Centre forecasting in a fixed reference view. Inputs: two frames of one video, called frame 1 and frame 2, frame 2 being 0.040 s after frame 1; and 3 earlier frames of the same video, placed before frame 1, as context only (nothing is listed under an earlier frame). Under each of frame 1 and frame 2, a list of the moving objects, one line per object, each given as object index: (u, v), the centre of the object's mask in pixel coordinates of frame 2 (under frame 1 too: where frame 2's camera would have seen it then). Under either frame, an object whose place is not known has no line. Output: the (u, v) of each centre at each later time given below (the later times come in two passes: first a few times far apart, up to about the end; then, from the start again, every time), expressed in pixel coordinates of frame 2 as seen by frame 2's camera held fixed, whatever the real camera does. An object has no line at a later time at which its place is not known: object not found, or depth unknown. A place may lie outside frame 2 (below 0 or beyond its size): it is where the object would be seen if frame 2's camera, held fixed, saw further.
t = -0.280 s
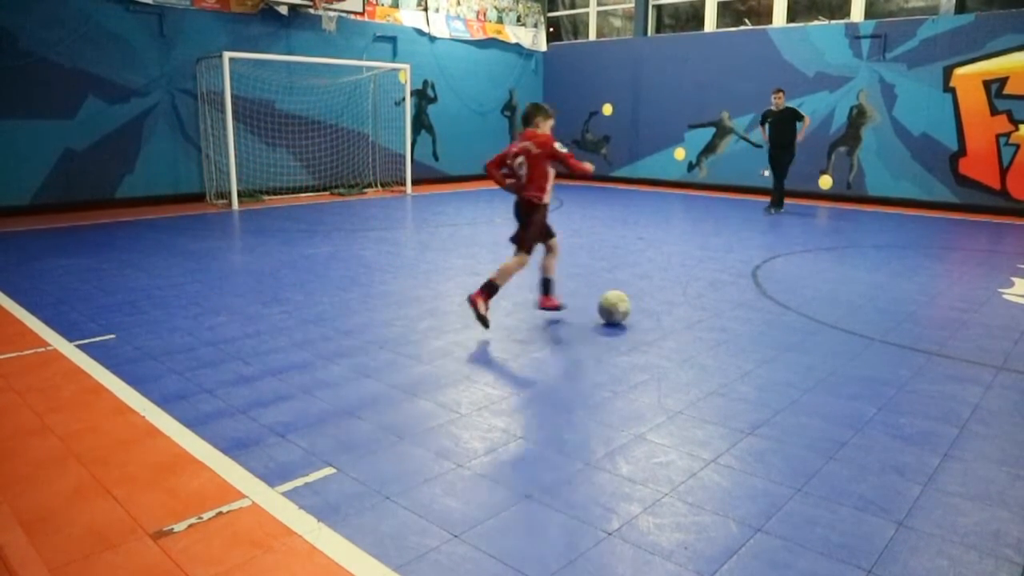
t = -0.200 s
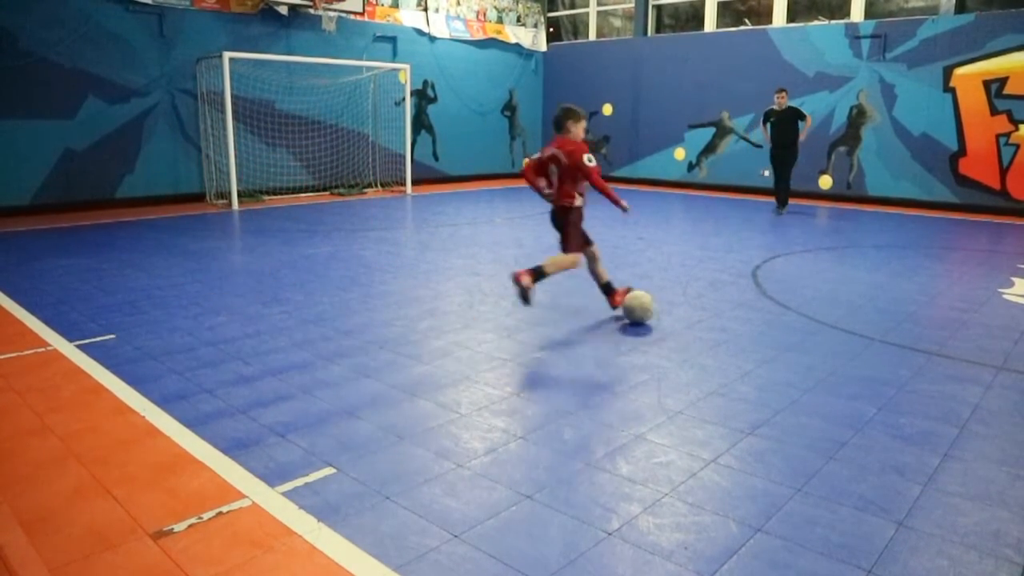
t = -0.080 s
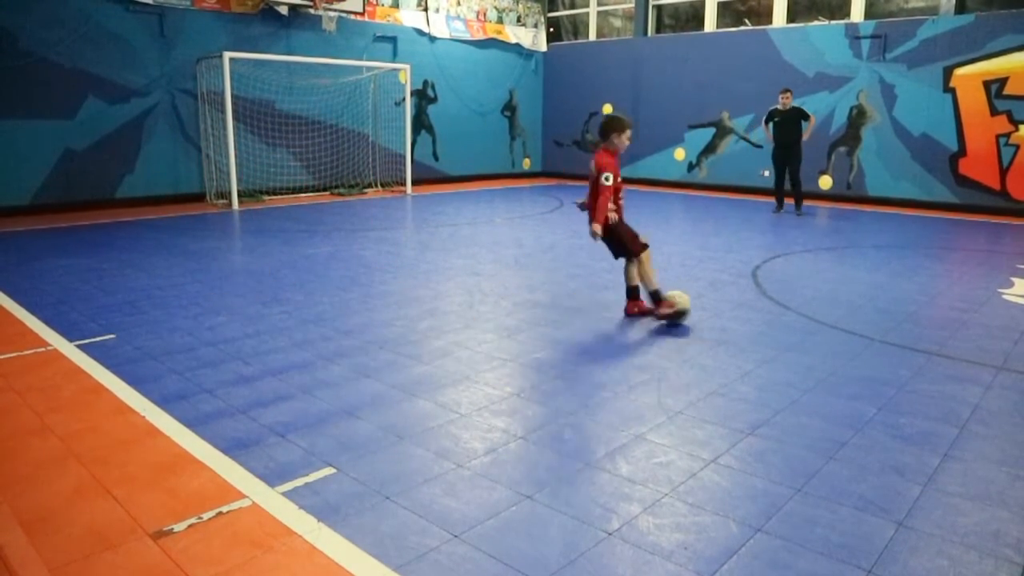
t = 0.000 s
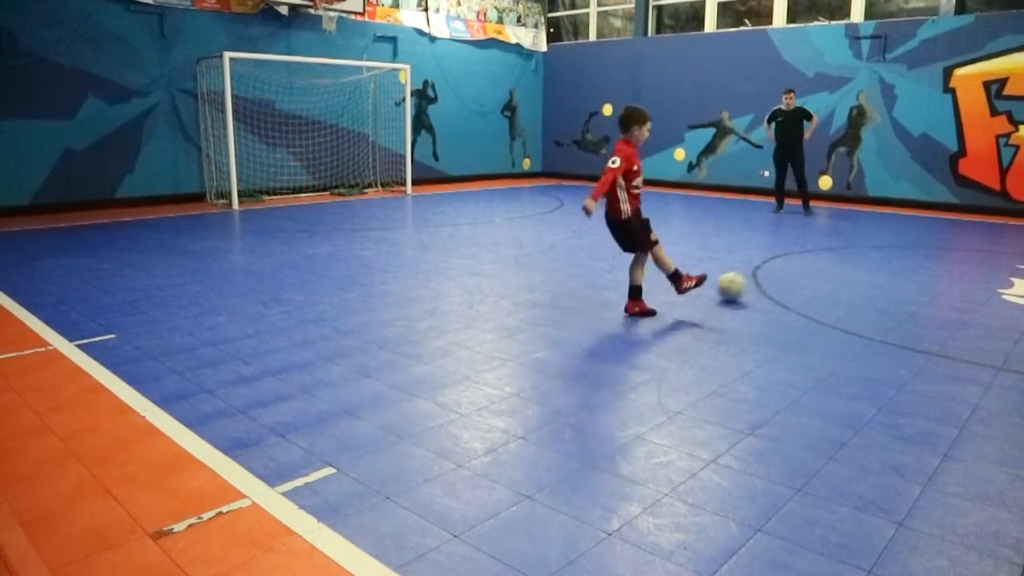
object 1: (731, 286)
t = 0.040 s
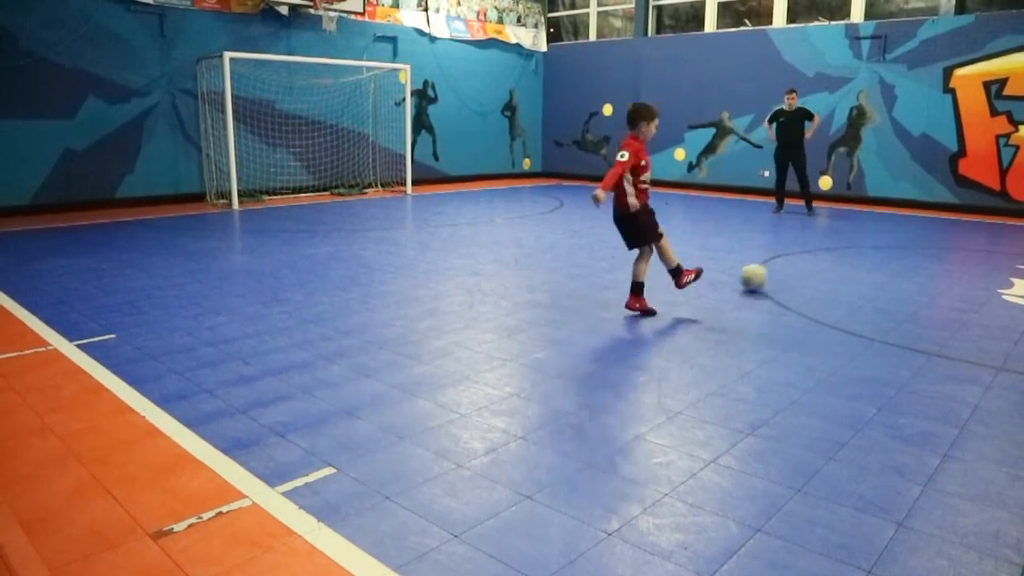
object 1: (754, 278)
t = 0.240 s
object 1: (827, 248)
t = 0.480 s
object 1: (874, 230)
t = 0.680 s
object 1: (897, 220)
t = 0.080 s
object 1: (772, 270)
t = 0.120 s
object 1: (789, 264)
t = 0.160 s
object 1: (803, 258)
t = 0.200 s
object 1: (816, 253)
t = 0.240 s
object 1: (827, 248)
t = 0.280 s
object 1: (837, 245)
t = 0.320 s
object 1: (846, 241)
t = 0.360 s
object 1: (854, 238)
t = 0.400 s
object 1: (861, 235)
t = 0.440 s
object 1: (869, 232)
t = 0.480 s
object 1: (874, 230)
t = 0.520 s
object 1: (880, 228)
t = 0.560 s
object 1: (884, 225)
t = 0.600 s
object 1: (889, 223)
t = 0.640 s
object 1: (893, 222)
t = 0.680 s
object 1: (897, 220)
